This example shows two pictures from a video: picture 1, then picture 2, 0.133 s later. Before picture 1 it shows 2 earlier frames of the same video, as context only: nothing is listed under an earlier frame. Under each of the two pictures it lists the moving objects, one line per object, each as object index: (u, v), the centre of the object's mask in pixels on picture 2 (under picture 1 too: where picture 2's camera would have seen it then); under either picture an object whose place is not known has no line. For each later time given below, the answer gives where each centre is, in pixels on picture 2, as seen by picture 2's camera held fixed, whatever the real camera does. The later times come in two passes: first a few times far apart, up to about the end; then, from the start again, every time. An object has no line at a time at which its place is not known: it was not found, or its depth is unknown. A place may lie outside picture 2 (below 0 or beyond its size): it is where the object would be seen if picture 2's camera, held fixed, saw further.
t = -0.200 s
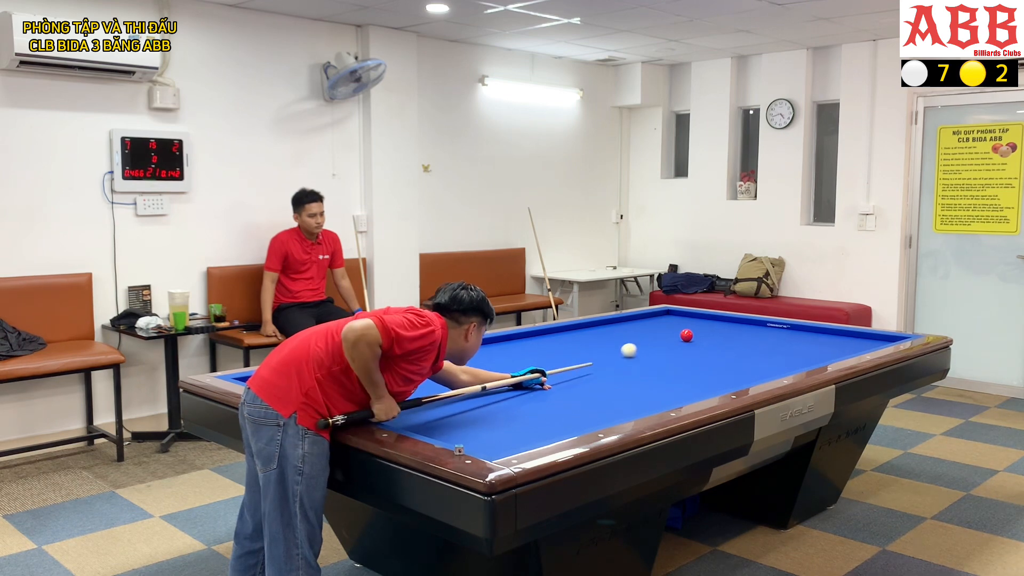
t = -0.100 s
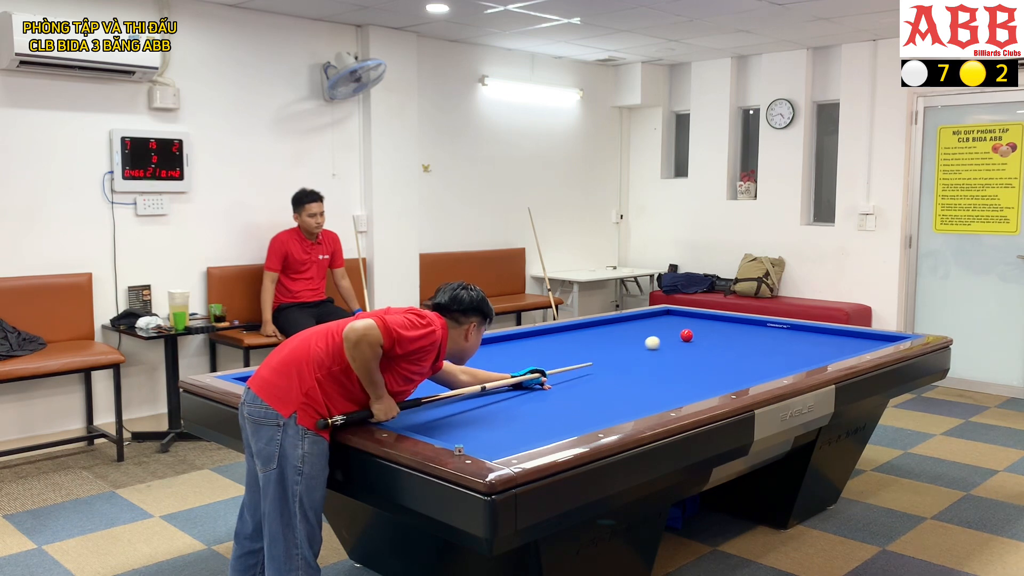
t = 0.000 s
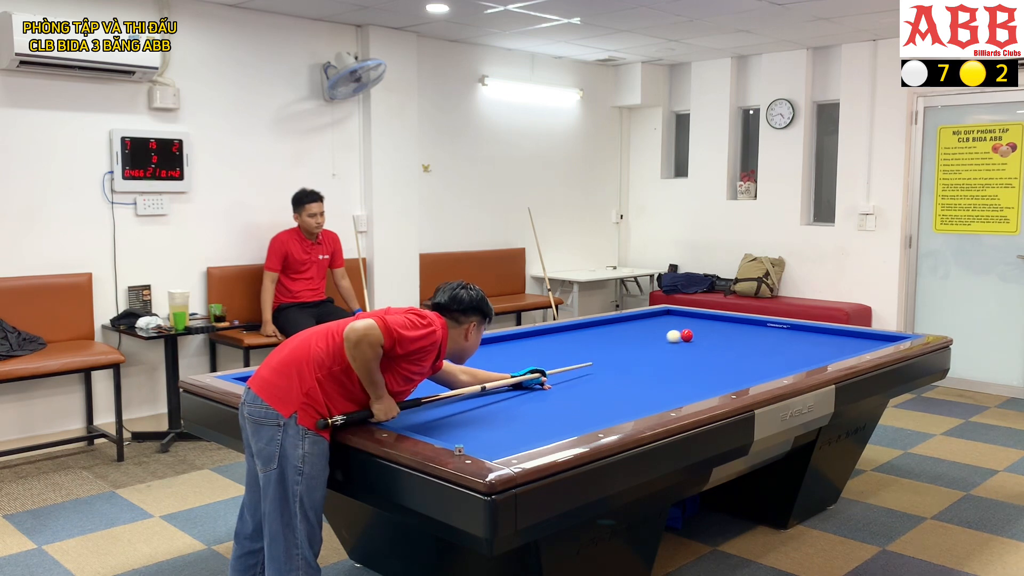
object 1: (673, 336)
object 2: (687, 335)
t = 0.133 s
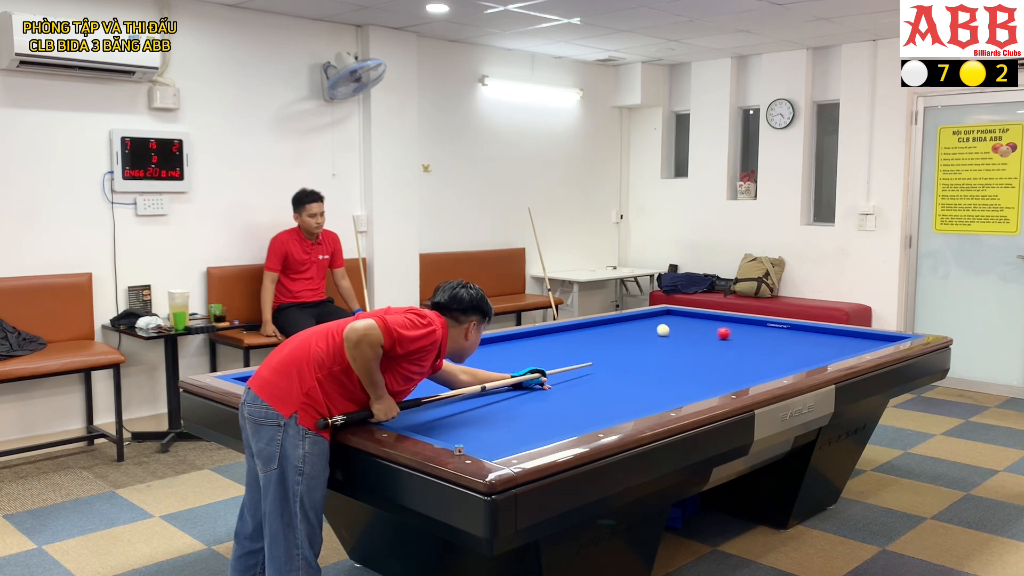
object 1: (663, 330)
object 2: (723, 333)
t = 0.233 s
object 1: (657, 326)
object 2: (749, 332)
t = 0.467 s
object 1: (651, 316)
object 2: (798, 330)
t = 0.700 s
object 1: (686, 312)
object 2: (819, 331)
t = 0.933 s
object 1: (693, 319)
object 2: (820, 336)
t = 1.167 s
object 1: (704, 326)
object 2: (820, 342)
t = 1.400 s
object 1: (716, 334)
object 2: (821, 347)
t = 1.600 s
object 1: (728, 340)
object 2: (821, 352)
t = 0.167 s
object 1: (660, 328)
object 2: (732, 333)
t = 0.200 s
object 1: (658, 327)
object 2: (741, 332)
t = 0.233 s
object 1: (657, 326)
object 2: (749, 332)
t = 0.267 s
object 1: (656, 324)
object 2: (756, 332)
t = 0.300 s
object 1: (655, 323)
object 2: (764, 331)
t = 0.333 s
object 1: (654, 321)
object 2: (770, 331)
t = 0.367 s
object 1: (653, 320)
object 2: (778, 331)
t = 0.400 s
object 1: (652, 319)
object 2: (785, 330)
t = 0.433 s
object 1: (651, 317)
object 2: (791, 330)
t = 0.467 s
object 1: (651, 316)
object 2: (798, 330)
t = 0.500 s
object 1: (650, 315)
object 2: (805, 330)
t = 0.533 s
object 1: (649, 314)
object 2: (812, 329)
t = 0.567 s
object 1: (656, 313)
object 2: (818, 329)
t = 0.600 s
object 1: (664, 313)
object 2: (821, 329)
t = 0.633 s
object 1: (672, 313)
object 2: (820, 330)
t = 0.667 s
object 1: (679, 313)
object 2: (820, 331)
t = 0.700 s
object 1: (686, 312)
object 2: (819, 331)
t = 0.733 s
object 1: (687, 313)
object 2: (819, 332)
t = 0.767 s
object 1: (687, 314)
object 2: (819, 333)
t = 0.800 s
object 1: (688, 315)
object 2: (819, 334)
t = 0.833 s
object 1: (689, 316)
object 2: (819, 334)
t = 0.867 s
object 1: (691, 317)
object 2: (820, 335)
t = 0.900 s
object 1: (692, 318)
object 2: (820, 336)
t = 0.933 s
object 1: (693, 319)
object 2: (820, 336)
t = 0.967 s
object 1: (695, 320)
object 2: (820, 337)
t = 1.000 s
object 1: (696, 321)
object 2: (820, 338)
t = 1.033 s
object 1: (698, 322)
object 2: (820, 339)
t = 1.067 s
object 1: (700, 323)
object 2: (820, 339)
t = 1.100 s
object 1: (701, 324)
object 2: (820, 340)
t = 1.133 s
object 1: (703, 325)
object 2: (820, 341)
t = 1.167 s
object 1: (704, 326)
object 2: (820, 342)
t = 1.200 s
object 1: (706, 327)
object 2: (820, 343)
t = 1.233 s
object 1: (708, 328)
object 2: (820, 343)
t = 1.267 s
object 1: (709, 329)
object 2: (821, 344)
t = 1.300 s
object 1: (711, 330)
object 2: (821, 345)
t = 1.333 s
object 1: (713, 331)
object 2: (821, 346)
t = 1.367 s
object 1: (715, 332)
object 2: (821, 347)
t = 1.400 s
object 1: (716, 334)
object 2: (821, 347)
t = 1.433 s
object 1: (718, 335)
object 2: (821, 348)
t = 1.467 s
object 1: (720, 336)
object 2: (821, 349)
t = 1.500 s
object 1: (722, 337)
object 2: (821, 350)
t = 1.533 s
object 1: (724, 338)
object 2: (821, 351)
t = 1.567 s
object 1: (726, 339)
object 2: (821, 351)
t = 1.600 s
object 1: (728, 340)
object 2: (821, 352)
